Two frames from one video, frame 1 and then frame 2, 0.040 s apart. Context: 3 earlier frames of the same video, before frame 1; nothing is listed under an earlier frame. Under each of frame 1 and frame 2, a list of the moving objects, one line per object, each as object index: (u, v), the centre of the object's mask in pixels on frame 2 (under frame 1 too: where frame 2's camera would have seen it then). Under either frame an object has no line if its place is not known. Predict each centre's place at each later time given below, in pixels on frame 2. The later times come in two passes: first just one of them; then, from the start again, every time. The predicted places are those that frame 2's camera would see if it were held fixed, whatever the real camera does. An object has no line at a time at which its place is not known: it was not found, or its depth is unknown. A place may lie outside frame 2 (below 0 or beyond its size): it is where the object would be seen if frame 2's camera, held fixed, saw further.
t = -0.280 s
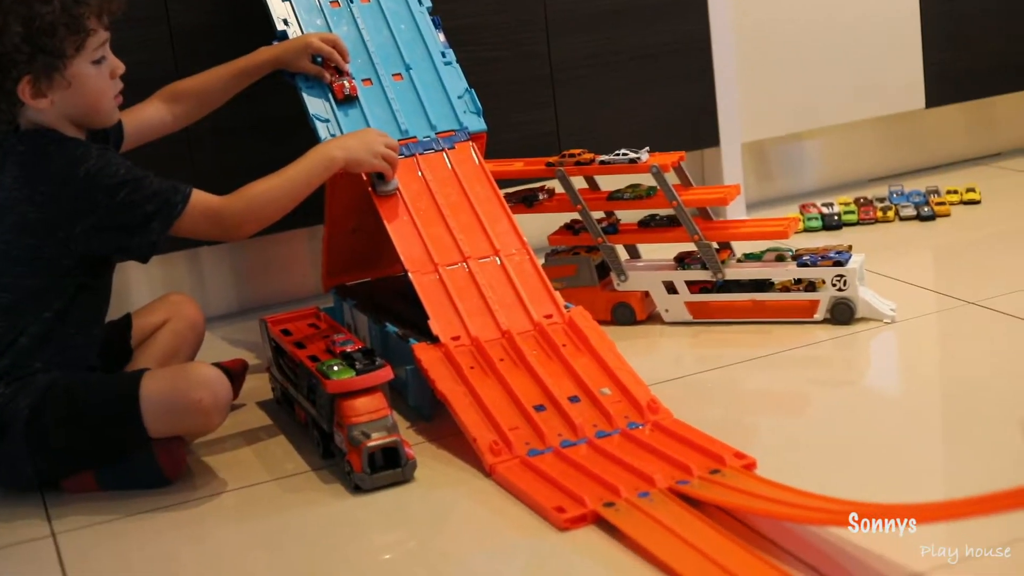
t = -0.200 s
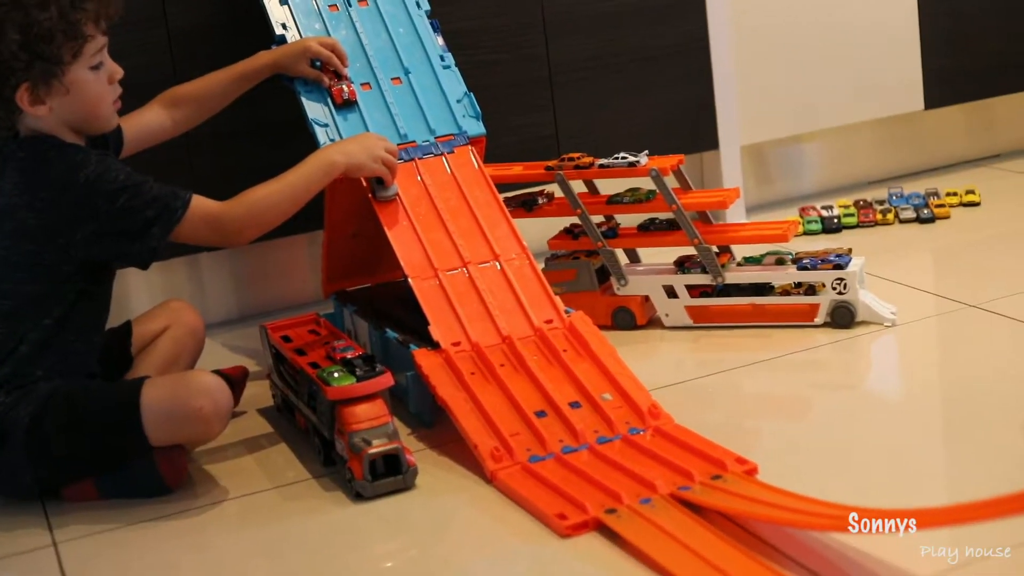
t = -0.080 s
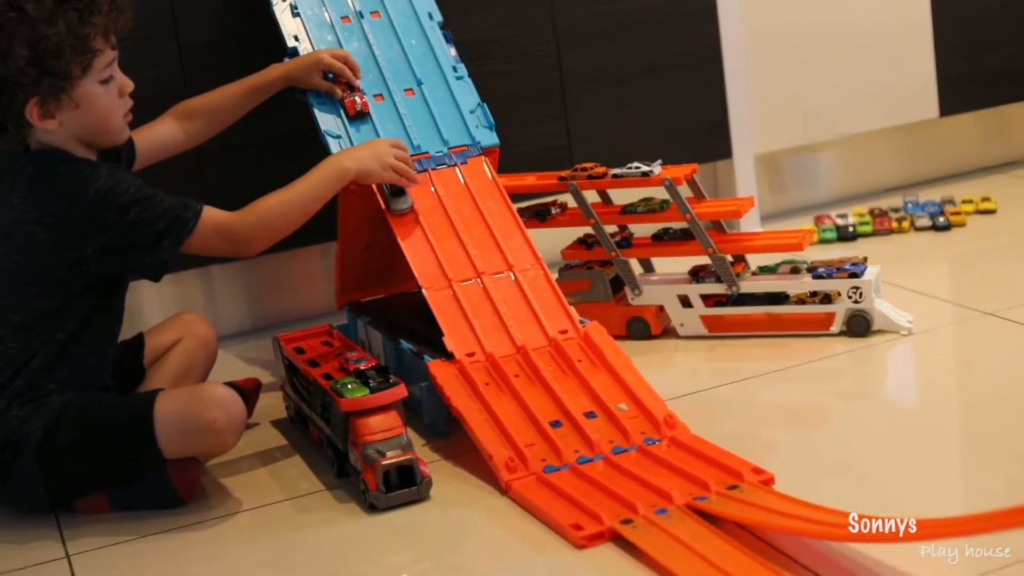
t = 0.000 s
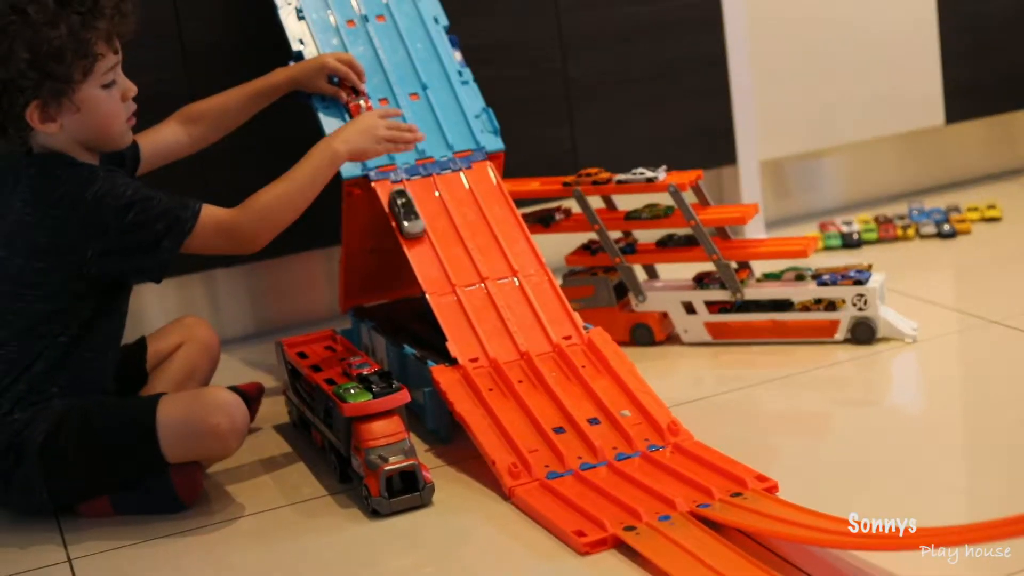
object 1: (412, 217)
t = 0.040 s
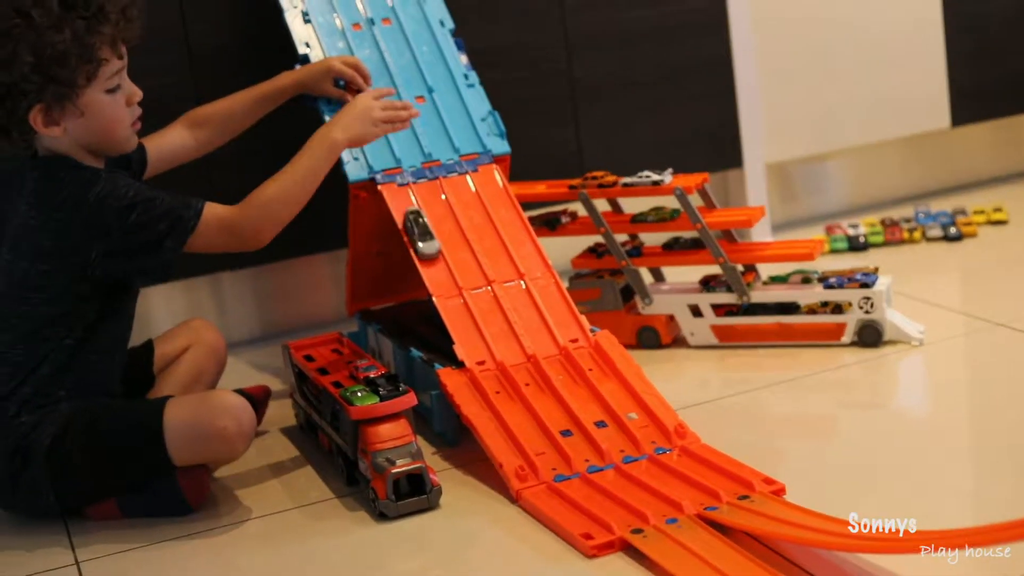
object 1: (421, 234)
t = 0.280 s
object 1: (541, 442)
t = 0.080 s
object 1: (433, 258)
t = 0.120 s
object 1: (447, 287)
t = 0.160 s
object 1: (465, 324)
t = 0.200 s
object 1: (487, 364)
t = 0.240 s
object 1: (513, 400)
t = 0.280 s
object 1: (541, 442)
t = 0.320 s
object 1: (575, 478)
